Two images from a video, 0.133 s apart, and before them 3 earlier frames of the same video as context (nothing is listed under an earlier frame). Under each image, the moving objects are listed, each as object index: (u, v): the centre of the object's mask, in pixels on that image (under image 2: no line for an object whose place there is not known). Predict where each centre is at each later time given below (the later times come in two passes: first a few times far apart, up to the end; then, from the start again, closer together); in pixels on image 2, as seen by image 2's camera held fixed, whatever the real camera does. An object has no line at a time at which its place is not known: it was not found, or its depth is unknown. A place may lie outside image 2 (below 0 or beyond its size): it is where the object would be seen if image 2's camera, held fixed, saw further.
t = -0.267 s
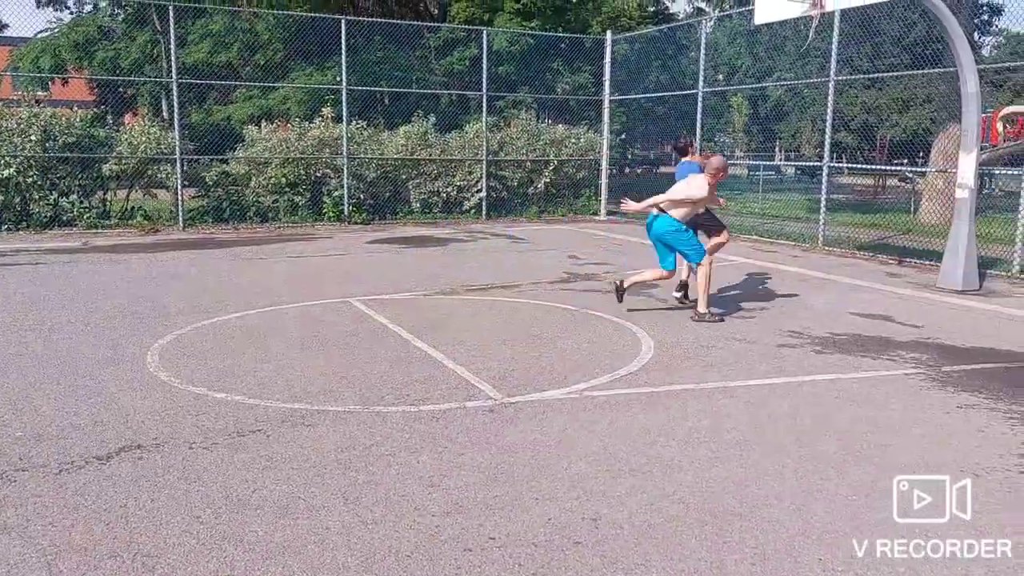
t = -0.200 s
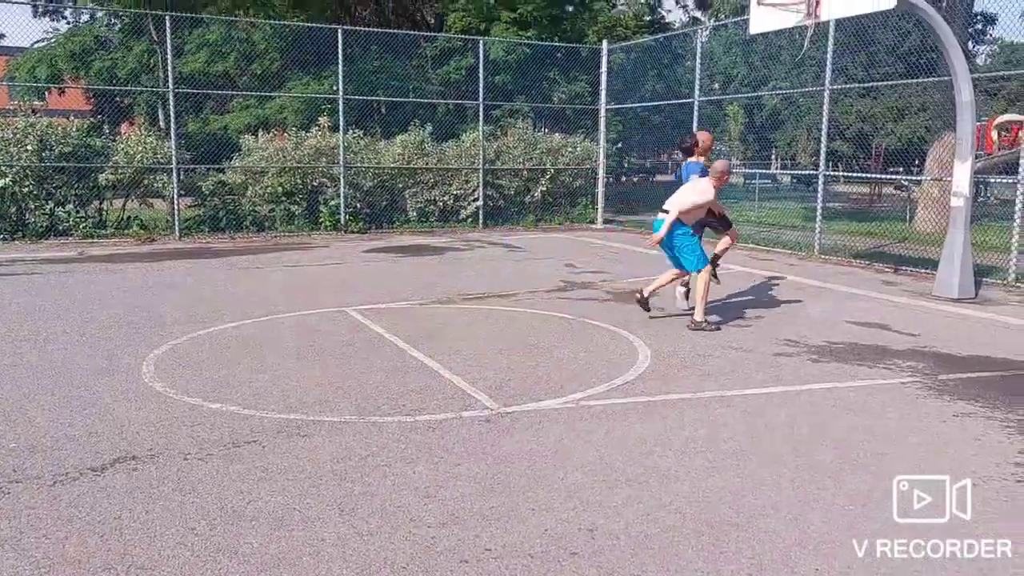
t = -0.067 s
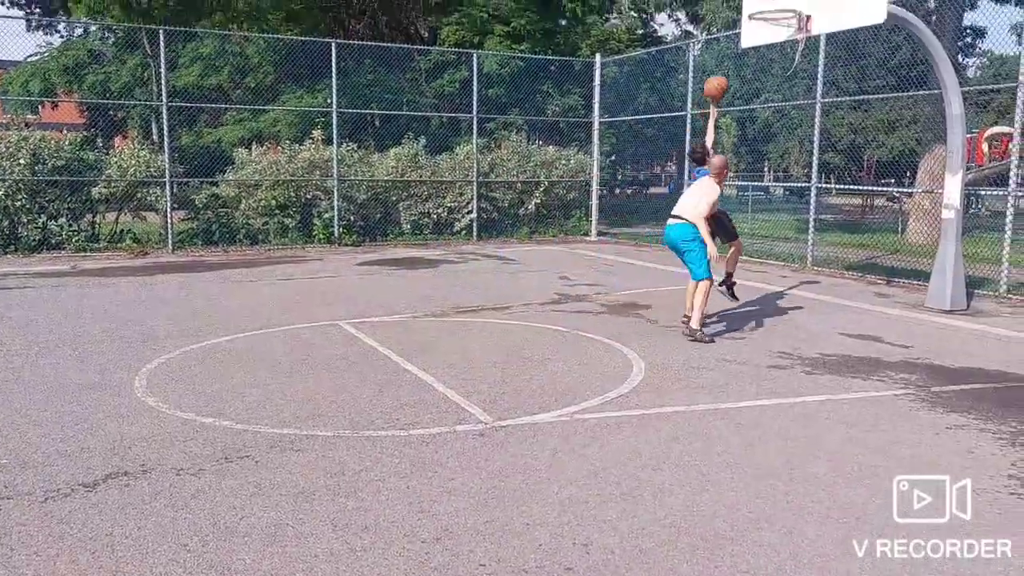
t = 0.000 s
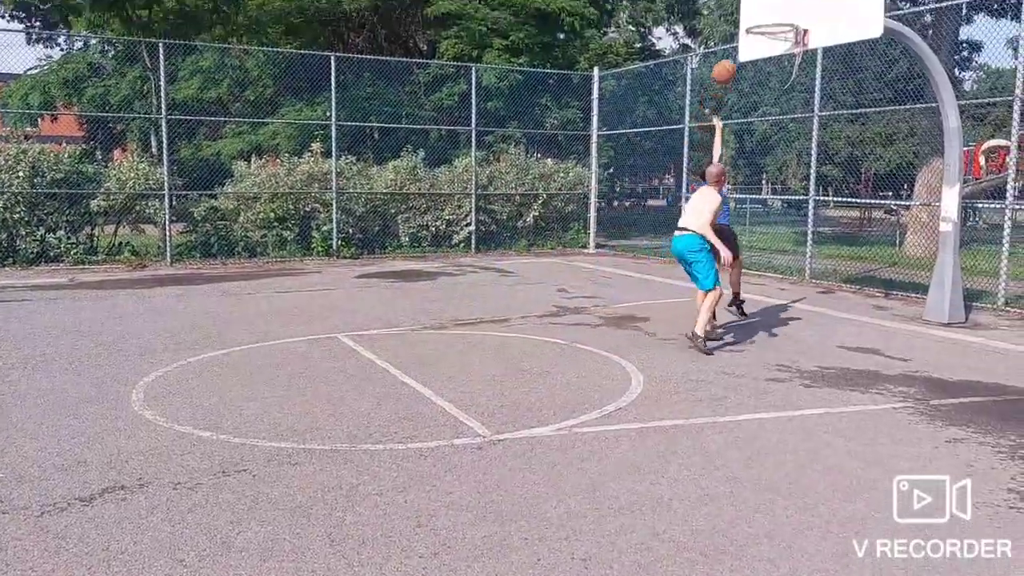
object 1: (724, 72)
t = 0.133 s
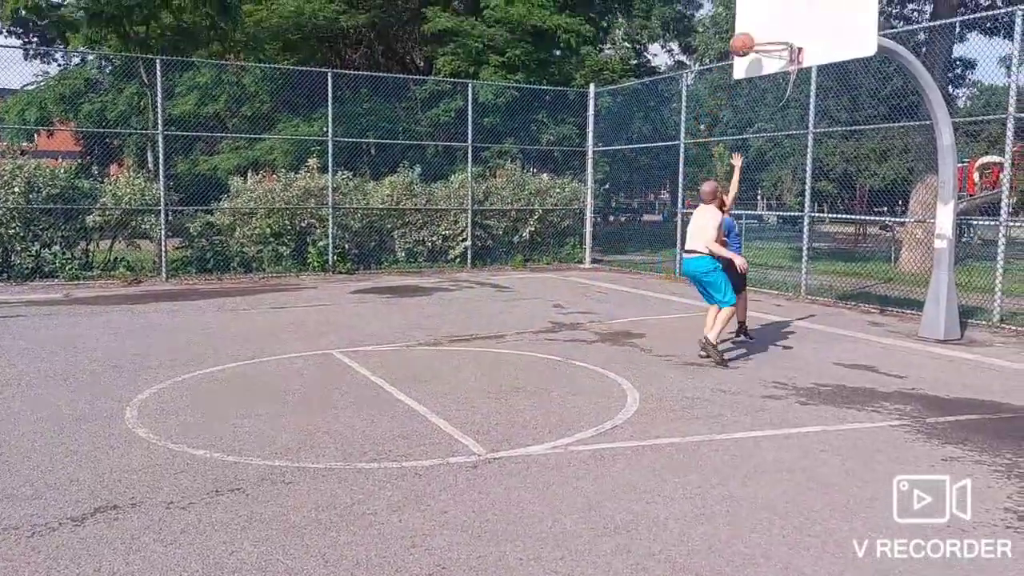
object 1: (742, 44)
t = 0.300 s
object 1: (768, 14)
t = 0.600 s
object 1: (757, 32)
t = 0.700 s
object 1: (757, 60)
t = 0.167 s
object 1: (747, 36)
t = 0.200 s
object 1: (753, 29)
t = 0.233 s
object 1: (758, 22)
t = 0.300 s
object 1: (768, 14)
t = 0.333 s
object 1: (767, 11)
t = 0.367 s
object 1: (765, 9)
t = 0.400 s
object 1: (764, 9)
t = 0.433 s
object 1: (763, 10)
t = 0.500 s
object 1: (760, 16)
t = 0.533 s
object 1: (759, 20)
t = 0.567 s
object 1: (758, 26)
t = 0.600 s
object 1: (757, 32)
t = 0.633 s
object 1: (755, 41)
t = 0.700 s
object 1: (757, 60)
